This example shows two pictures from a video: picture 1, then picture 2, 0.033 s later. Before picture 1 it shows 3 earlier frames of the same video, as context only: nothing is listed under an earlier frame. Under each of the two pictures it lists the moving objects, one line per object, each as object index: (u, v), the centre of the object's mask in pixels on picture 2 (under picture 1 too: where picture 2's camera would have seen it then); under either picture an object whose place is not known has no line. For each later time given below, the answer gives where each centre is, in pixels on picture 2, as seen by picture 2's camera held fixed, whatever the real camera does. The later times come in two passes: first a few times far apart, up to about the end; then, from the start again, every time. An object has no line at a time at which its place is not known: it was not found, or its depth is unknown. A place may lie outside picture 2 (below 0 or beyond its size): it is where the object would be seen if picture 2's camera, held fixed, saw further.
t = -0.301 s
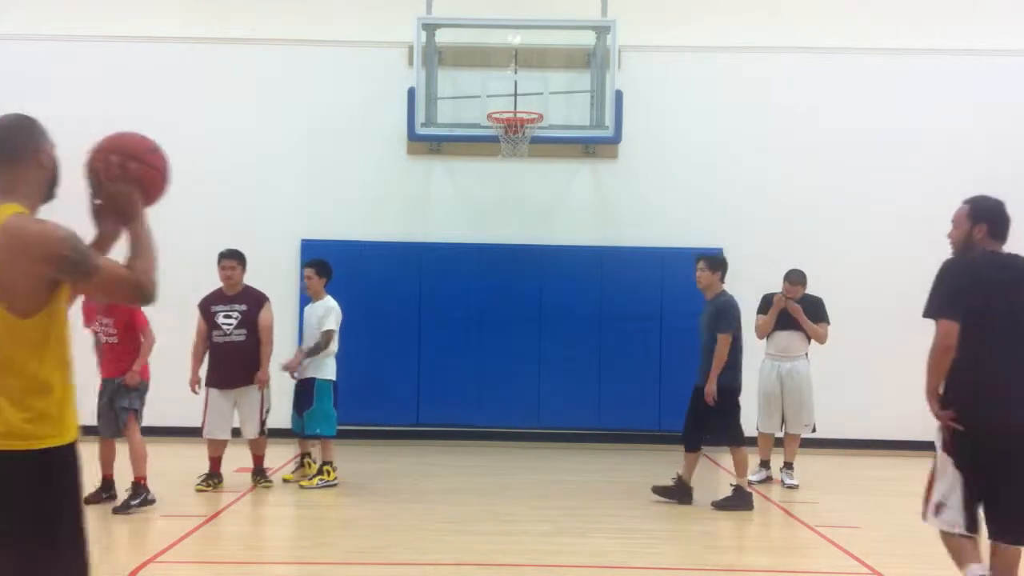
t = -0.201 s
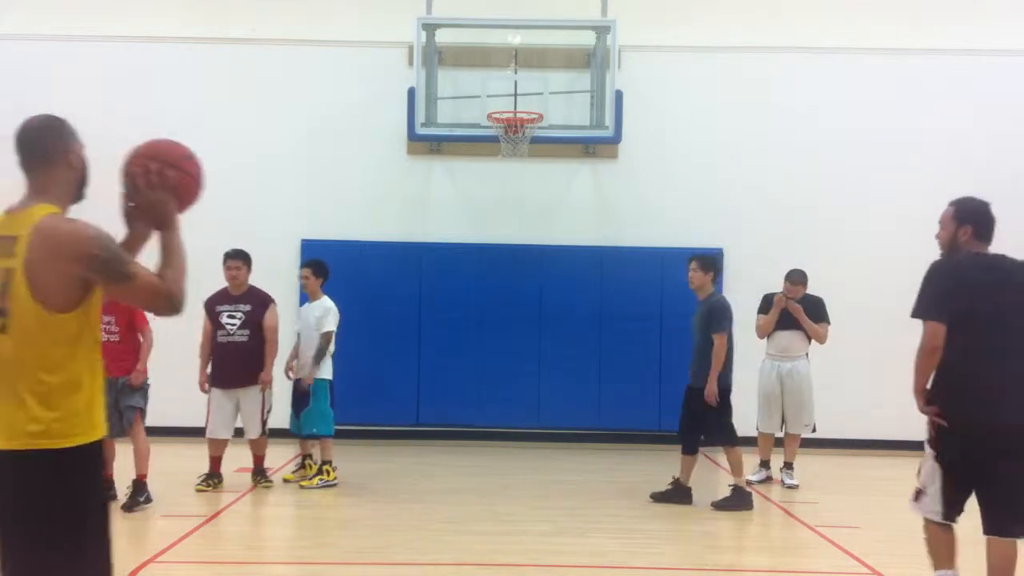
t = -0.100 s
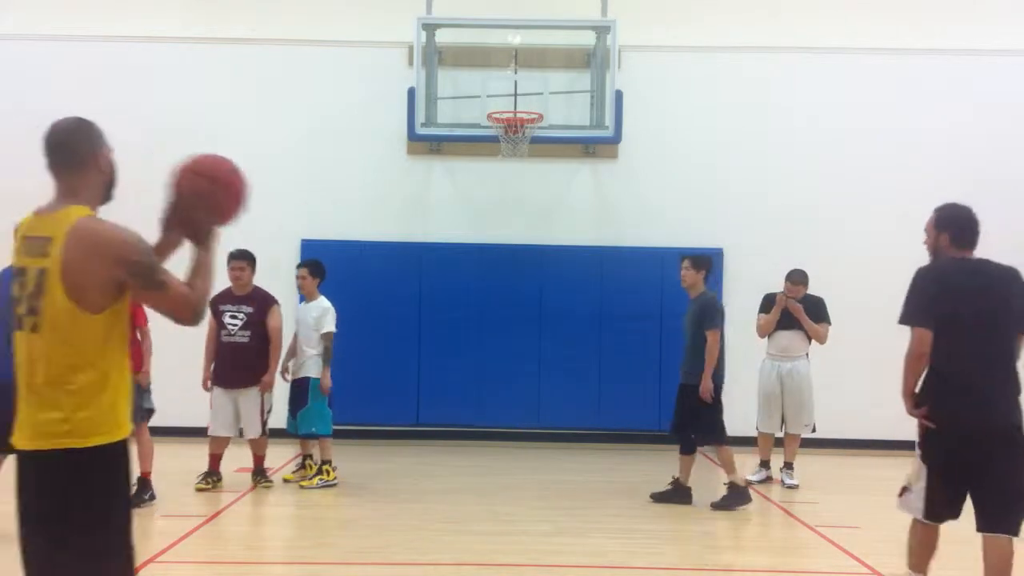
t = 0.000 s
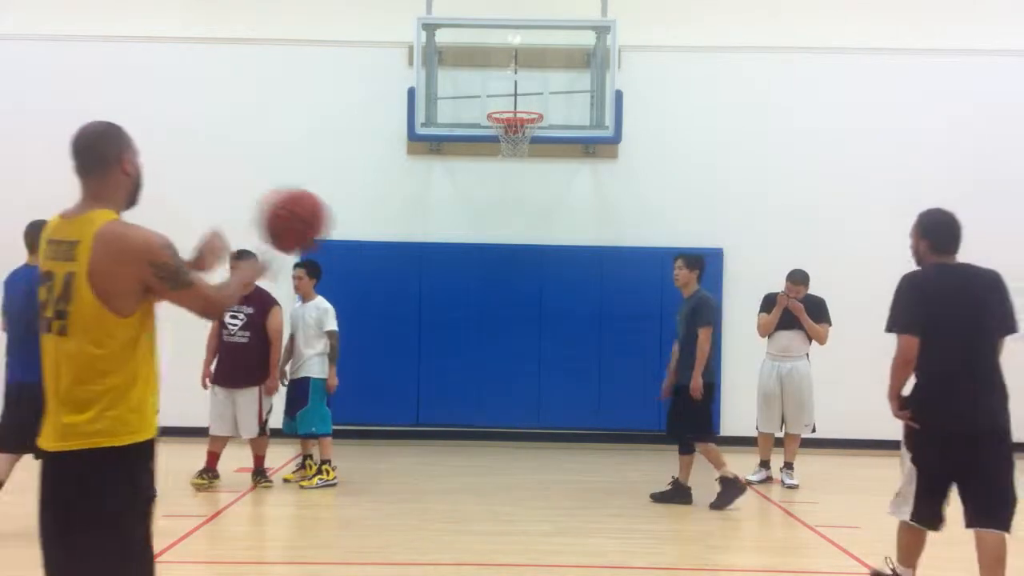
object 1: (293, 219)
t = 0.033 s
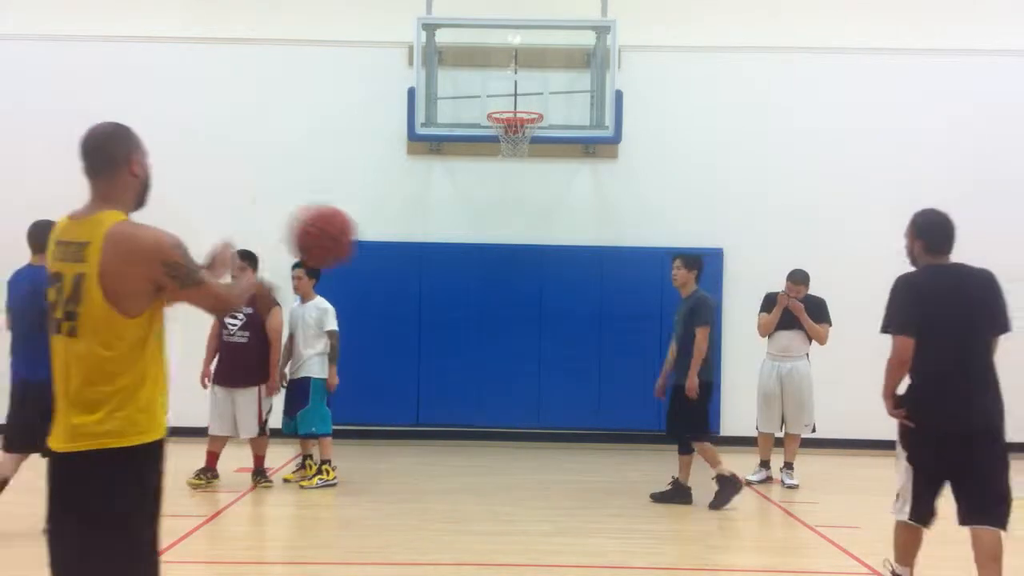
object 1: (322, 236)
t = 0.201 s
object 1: (433, 331)
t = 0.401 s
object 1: (520, 472)
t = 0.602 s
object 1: (570, 420)
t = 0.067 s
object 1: (348, 253)
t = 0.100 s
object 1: (373, 272)
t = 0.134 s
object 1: (394, 290)
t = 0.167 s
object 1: (415, 312)
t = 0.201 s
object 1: (433, 331)
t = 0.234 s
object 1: (450, 355)
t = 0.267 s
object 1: (467, 377)
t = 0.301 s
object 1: (481, 399)
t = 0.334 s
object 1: (494, 422)
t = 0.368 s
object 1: (508, 448)
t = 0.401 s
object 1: (520, 472)
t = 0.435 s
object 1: (532, 497)
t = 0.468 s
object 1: (543, 521)
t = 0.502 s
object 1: (551, 497)
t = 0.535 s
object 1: (557, 470)
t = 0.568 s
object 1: (564, 444)
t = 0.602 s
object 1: (570, 420)
